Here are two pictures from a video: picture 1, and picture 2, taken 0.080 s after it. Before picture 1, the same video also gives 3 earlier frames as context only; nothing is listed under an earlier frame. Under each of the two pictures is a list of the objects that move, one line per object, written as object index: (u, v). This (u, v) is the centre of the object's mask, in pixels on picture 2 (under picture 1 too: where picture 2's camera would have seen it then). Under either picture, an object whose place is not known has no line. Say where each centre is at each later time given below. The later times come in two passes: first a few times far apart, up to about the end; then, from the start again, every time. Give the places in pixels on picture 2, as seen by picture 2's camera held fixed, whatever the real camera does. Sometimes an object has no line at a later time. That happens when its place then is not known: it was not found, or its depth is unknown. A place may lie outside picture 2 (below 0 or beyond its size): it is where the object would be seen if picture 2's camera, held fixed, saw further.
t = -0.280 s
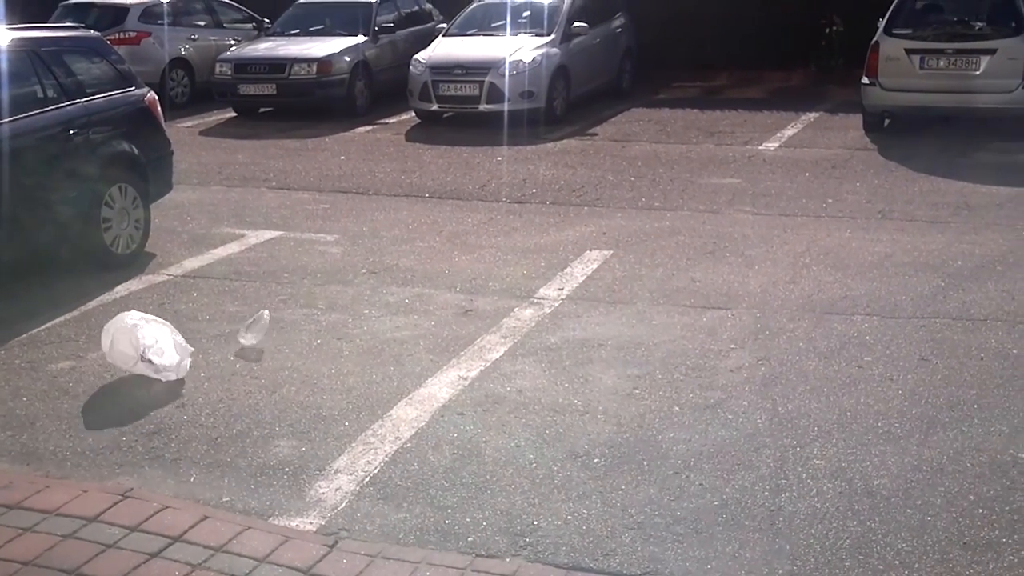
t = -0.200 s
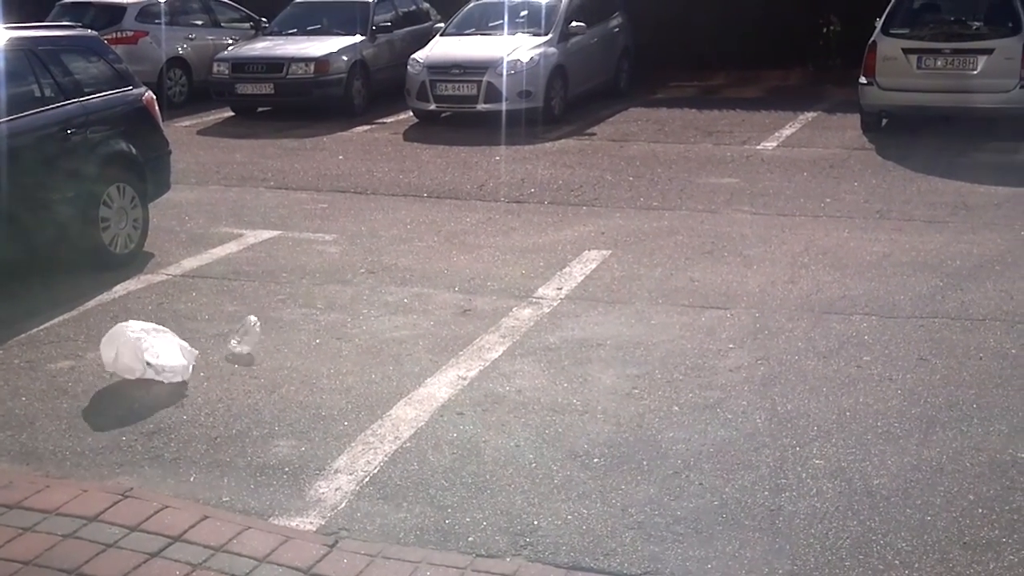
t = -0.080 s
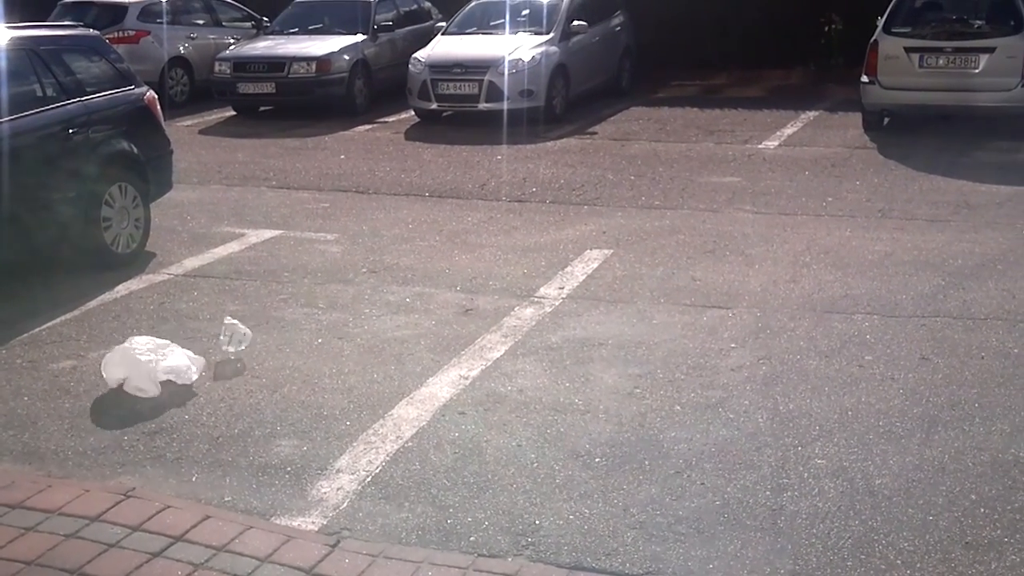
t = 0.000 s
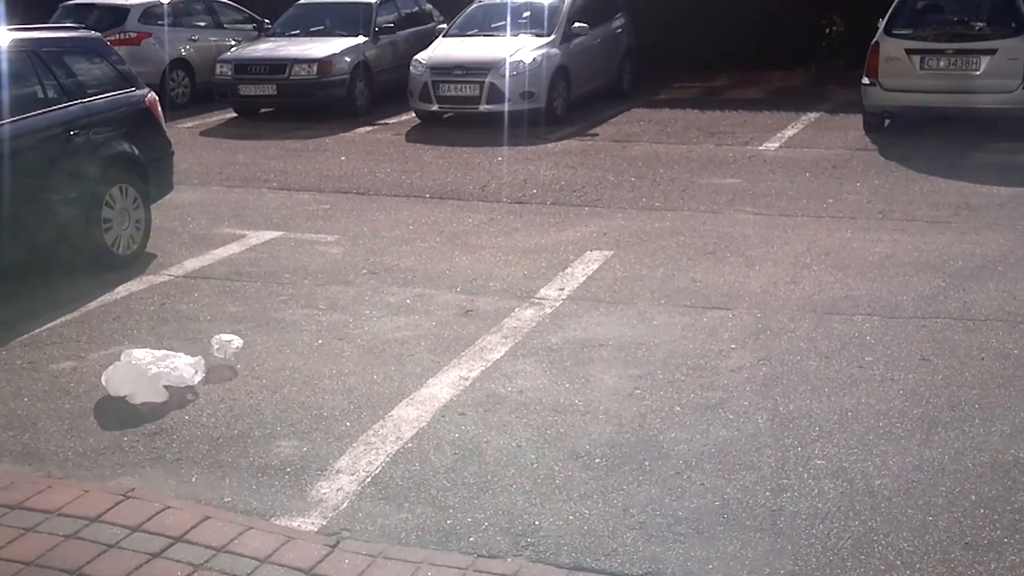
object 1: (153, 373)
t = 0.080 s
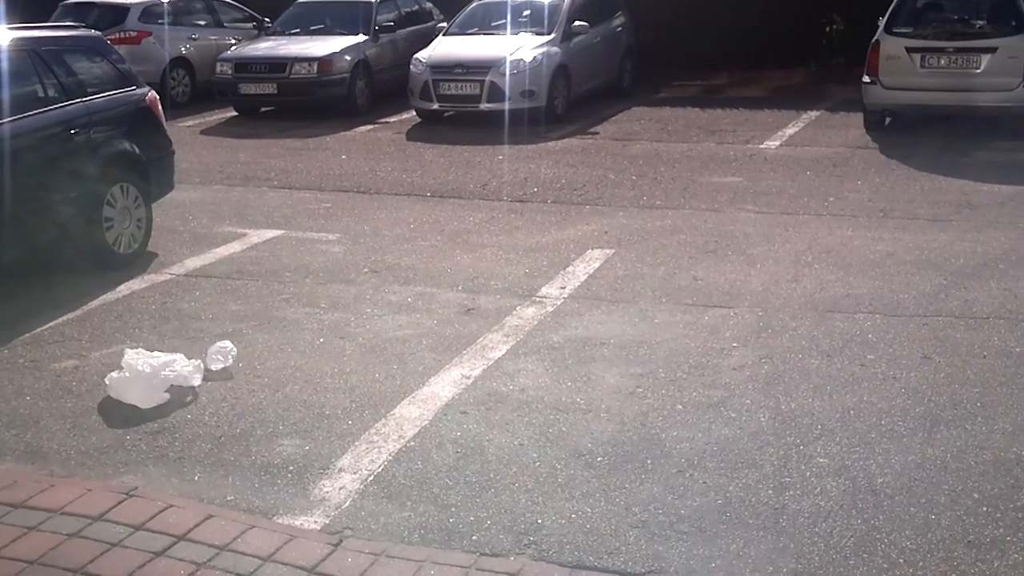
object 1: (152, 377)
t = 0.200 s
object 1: (149, 376)
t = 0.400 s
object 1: (147, 372)
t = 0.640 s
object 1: (148, 370)
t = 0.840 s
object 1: (150, 372)
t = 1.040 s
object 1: (153, 383)
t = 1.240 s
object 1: (156, 407)
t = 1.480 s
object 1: (163, 435)
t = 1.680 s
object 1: (170, 438)
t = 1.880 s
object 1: (187, 443)
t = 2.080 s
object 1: (211, 454)
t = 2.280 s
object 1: (245, 485)
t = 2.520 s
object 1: (295, 527)
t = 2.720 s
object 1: (354, 551)
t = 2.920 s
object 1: (431, 573)
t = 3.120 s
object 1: (531, 593)
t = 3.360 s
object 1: (665, 613)
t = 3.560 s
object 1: (790, 623)
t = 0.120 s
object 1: (150, 377)
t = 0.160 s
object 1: (150, 377)
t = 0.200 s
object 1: (149, 376)
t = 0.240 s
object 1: (149, 375)
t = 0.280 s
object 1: (148, 374)
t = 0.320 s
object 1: (148, 373)
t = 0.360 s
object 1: (148, 373)
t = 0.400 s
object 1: (147, 372)
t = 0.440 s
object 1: (147, 371)
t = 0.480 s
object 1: (147, 371)
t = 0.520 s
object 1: (147, 370)
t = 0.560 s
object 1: (147, 370)
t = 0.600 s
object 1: (147, 370)
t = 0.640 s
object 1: (148, 370)
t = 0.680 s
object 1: (148, 370)
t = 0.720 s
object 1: (149, 370)
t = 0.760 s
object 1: (149, 370)
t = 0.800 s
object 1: (149, 371)
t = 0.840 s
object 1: (150, 372)
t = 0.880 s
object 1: (150, 373)
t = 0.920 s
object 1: (151, 375)
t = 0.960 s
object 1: (151, 377)
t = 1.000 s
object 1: (152, 380)
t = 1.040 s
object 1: (153, 383)
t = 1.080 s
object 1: (154, 387)
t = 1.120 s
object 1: (155, 391)
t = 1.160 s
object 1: (155, 396)
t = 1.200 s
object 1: (156, 402)
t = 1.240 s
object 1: (156, 407)
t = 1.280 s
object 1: (158, 412)
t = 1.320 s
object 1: (159, 416)
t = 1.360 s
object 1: (160, 419)
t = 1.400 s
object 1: (161, 424)
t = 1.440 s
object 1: (162, 429)
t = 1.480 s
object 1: (163, 435)
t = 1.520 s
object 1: (164, 438)
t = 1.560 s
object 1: (165, 438)
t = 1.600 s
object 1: (167, 439)
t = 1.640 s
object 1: (168, 439)
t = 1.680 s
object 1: (170, 438)
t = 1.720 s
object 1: (173, 439)
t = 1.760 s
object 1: (176, 440)
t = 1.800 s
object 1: (179, 440)
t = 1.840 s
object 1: (183, 441)
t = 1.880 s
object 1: (187, 443)
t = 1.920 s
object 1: (191, 444)
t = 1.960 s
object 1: (196, 446)
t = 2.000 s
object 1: (201, 448)
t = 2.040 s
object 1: (206, 451)
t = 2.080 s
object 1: (211, 454)
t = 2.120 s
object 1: (219, 458)
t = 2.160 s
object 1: (227, 463)
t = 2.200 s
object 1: (233, 469)
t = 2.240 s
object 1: (239, 476)
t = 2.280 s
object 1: (245, 485)
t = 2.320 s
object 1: (254, 494)
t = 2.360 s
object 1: (262, 503)
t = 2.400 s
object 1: (269, 510)
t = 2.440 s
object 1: (276, 516)
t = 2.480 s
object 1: (287, 522)
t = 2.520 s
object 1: (295, 527)
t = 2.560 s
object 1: (306, 532)
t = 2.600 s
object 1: (316, 536)
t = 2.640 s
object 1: (327, 541)
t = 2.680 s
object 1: (340, 546)
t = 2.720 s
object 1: (354, 551)
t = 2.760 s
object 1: (368, 556)
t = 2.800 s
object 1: (382, 560)
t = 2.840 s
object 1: (397, 565)
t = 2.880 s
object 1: (414, 569)
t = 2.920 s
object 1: (431, 573)
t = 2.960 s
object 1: (450, 577)
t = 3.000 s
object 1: (469, 582)
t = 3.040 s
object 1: (489, 587)
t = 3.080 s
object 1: (510, 590)
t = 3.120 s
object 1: (531, 593)
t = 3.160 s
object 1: (552, 597)
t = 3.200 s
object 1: (574, 601)
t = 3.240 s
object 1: (596, 604)
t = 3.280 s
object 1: (619, 608)
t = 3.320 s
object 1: (642, 611)
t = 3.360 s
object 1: (665, 613)
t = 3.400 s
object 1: (690, 616)
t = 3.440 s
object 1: (714, 618)
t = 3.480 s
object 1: (739, 619)
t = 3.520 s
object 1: (764, 622)
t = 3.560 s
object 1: (790, 623)
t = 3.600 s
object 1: (817, 624)
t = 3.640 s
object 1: (842, 625)
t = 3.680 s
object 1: (869, 625)
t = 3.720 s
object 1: (894, 624)
